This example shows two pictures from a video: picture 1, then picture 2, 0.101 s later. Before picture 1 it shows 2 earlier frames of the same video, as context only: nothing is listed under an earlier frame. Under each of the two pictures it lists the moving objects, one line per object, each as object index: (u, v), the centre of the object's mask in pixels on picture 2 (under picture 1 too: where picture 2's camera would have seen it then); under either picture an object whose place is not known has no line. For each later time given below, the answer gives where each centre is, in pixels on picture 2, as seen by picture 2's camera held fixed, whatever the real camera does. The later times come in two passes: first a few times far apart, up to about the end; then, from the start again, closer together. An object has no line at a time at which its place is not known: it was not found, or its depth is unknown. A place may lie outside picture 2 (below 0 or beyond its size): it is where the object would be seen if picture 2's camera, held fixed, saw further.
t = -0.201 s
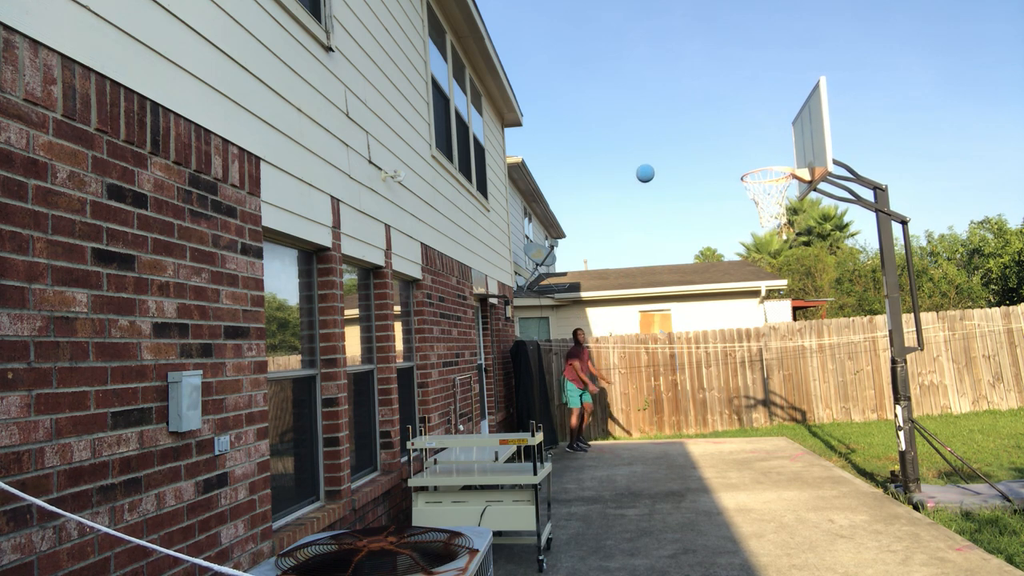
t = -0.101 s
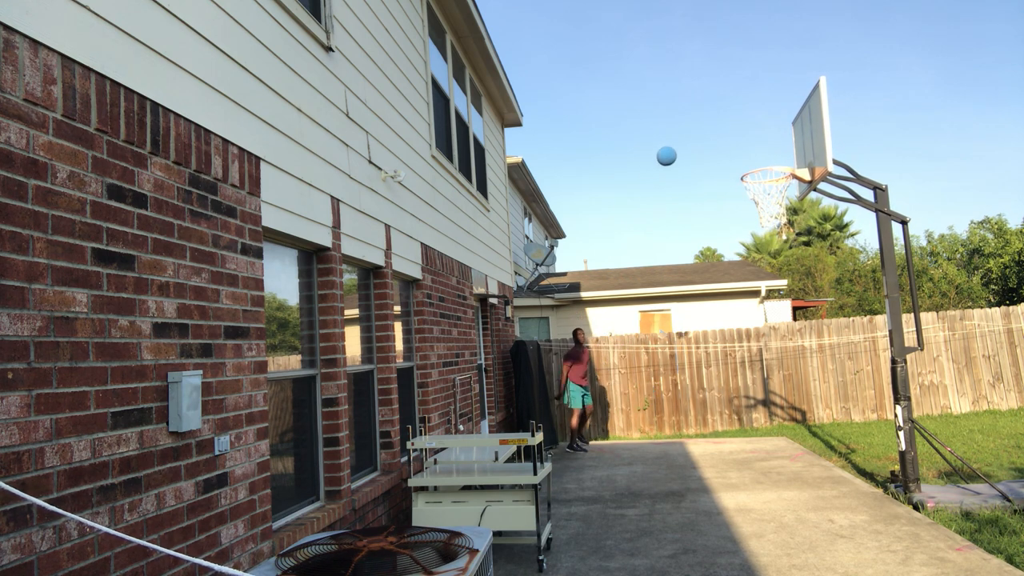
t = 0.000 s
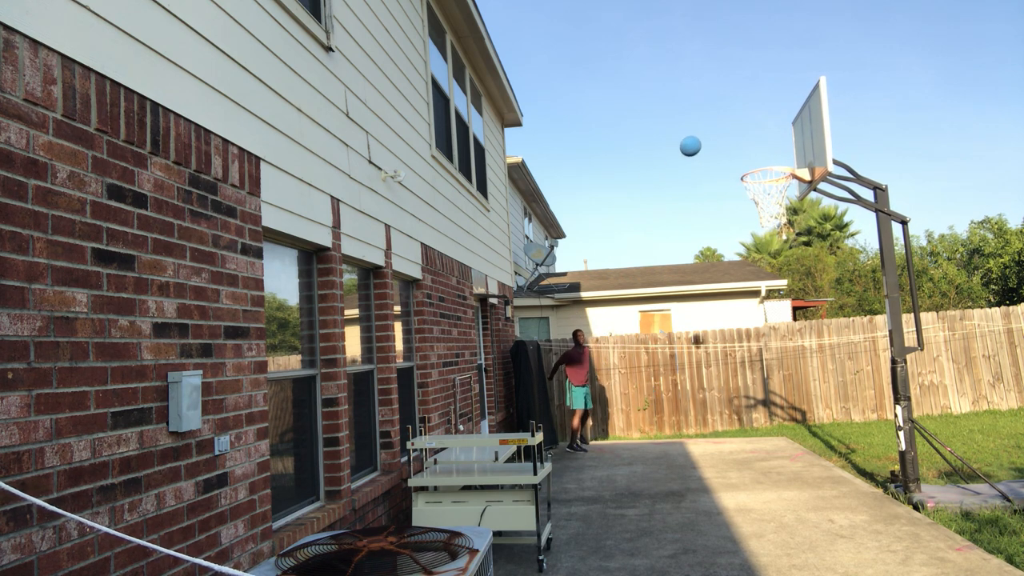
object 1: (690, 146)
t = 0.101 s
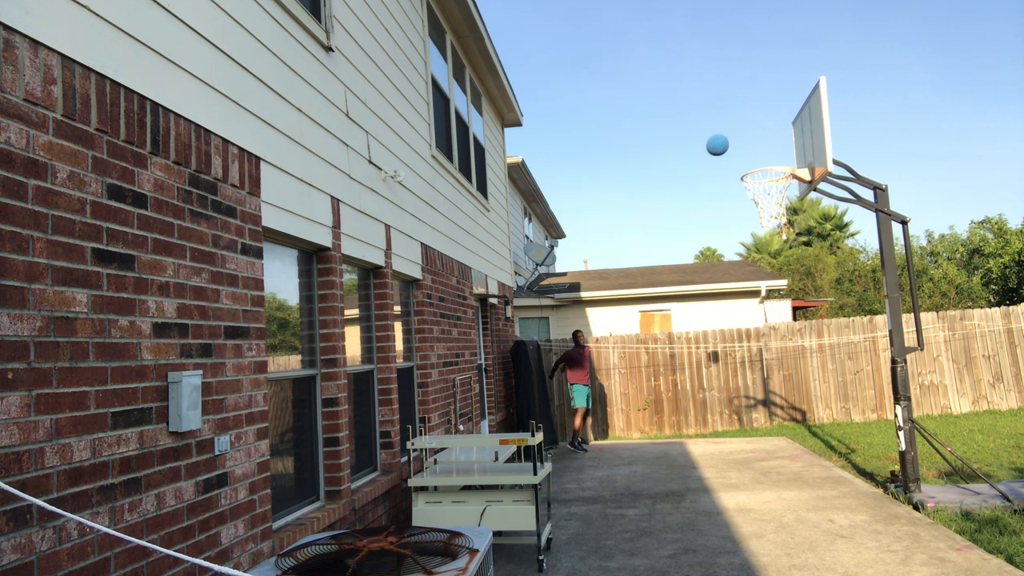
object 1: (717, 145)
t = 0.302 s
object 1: (771, 175)
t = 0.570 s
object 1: (761, 217)
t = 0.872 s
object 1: (778, 306)
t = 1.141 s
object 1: (799, 462)
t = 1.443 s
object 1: (805, 346)
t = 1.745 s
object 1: (815, 277)
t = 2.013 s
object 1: (832, 300)
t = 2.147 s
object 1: (842, 342)
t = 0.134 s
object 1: (727, 146)
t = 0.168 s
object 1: (737, 149)
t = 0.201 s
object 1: (748, 153)
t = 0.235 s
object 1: (760, 158)
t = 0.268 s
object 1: (771, 161)
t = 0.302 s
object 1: (771, 175)
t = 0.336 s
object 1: (764, 184)
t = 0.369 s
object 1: (757, 192)
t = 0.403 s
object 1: (757, 197)
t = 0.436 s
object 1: (758, 201)
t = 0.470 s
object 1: (760, 205)
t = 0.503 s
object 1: (759, 208)
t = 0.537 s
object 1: (760, 212)
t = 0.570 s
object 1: (761, 217)
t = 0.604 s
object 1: (764, 222)
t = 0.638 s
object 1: (765, 229)
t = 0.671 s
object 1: (767, 236)
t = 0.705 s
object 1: (768, 245)
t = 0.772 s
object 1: (772, 266)
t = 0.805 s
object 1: (774, 279)
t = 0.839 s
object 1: (776, 292)
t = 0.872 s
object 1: (778, 306)
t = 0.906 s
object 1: (780, 323)
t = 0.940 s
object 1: (782, 339)
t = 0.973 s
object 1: (784, 357)
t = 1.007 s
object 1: (787, 376)
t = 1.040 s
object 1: (790, 396)
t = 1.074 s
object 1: (793, 417)
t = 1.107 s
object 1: (796, 439)
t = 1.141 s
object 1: (799, 462)
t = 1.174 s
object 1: (802, 487)
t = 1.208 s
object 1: (802, 472)
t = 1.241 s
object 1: (802, 450)
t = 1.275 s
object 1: (803, 430)
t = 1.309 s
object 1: (803, 410)
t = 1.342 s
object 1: (803, 392)
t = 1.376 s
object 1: (803, 376)
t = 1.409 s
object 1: (804, 361)
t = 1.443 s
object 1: (805, 346)
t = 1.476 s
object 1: (805, 334)
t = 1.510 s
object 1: (806, 322)
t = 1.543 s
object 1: (807, 312)
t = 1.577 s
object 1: (808, 303)
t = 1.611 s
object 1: (810, 295)
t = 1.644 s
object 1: (811, 289)
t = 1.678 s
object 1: (812, 283)
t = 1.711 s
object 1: (814, 280)
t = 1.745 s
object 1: (815, 277)
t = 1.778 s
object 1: (817, 275)
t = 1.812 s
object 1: (818, 275)
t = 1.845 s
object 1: (820, 276)
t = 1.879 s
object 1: (822, 278)
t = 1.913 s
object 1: (824, 282)
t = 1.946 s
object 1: (827, 286)
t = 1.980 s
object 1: (829, 292)
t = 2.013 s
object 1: (832, 300)
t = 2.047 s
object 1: (834, 308)
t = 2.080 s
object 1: (836, 318)
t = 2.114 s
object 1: (839, 329)
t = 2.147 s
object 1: (842, 342)
